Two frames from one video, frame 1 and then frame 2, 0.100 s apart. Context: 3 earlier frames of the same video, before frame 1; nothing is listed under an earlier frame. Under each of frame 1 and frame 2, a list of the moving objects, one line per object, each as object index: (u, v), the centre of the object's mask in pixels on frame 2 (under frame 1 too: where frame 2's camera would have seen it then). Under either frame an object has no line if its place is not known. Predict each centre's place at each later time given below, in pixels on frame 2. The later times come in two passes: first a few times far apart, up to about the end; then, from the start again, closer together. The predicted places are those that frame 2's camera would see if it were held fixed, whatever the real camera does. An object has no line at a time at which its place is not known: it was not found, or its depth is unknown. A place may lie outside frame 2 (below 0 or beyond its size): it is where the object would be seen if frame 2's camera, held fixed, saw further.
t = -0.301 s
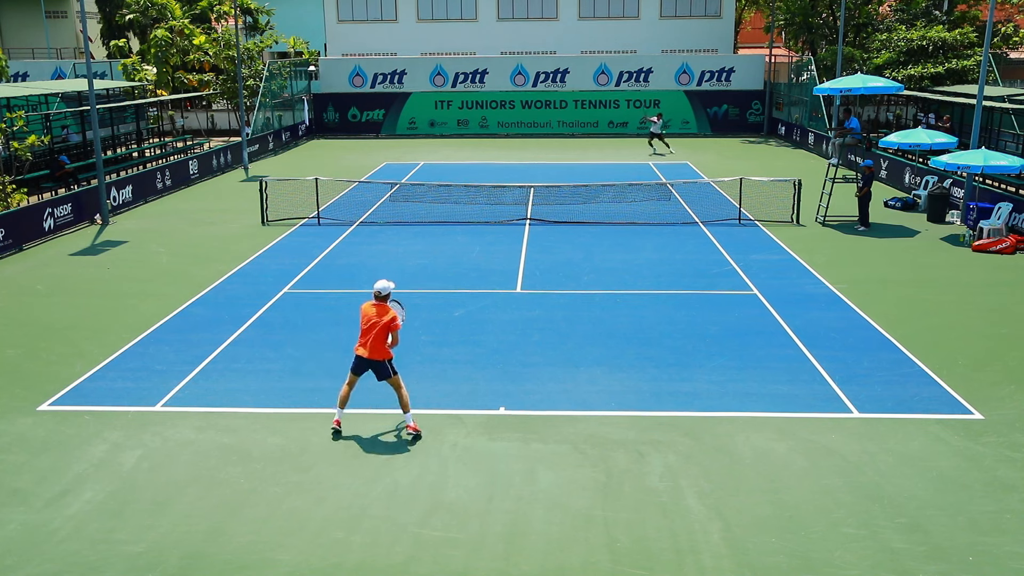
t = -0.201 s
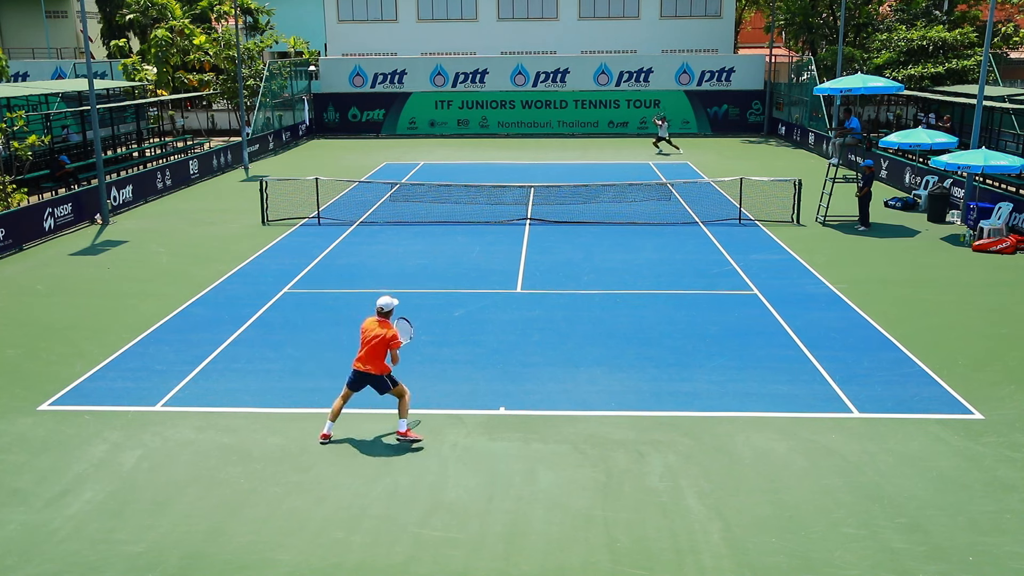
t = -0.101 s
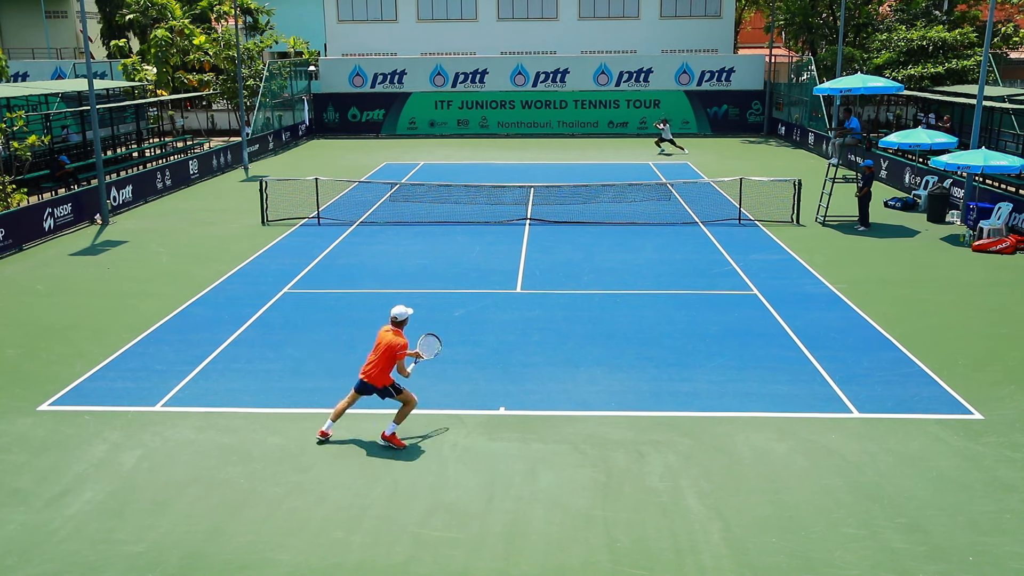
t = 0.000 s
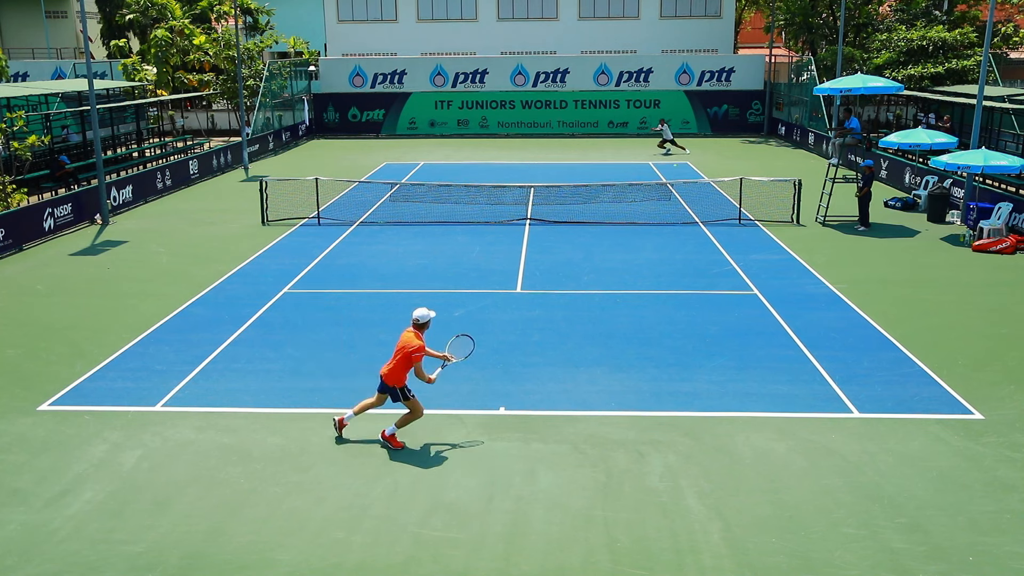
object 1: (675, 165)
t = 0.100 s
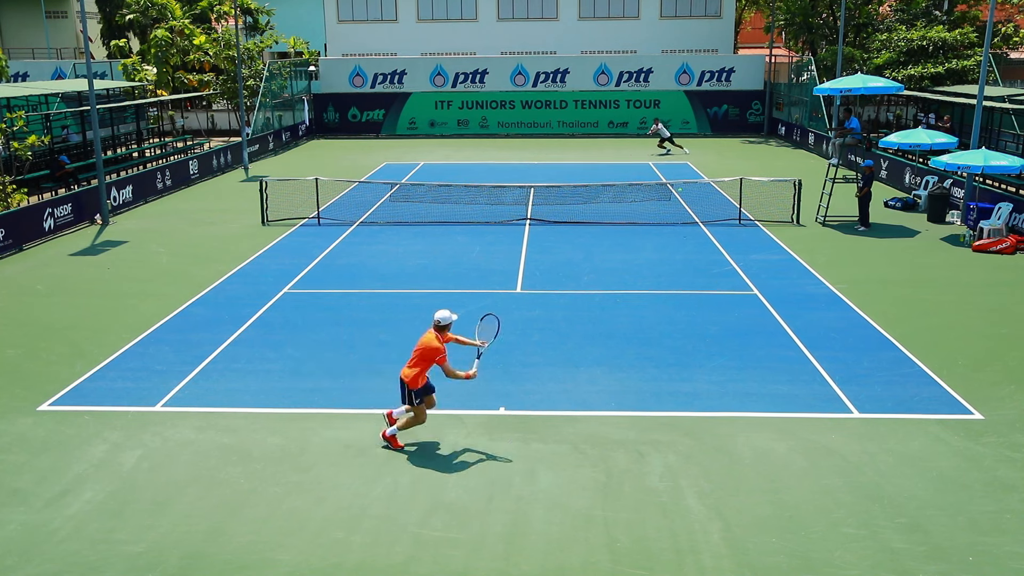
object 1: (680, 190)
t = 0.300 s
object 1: (692, 267)
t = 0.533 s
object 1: (711, 284)
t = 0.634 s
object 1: (722, 292)
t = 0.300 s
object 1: (692, 267)
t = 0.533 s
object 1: (711, 284)
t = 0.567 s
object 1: (715, 285)
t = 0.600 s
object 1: (718, 288)
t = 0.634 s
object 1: (722, 292)
